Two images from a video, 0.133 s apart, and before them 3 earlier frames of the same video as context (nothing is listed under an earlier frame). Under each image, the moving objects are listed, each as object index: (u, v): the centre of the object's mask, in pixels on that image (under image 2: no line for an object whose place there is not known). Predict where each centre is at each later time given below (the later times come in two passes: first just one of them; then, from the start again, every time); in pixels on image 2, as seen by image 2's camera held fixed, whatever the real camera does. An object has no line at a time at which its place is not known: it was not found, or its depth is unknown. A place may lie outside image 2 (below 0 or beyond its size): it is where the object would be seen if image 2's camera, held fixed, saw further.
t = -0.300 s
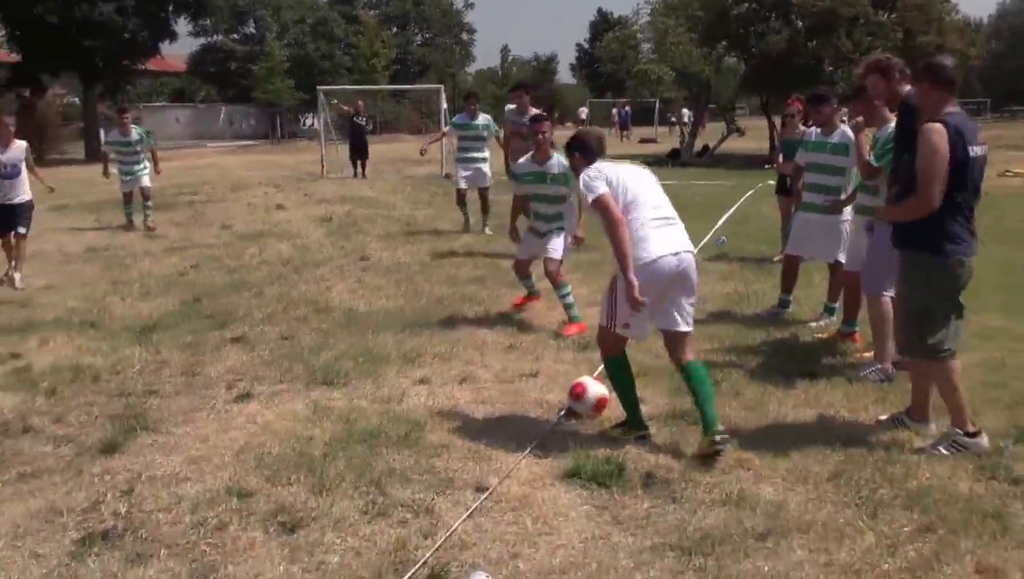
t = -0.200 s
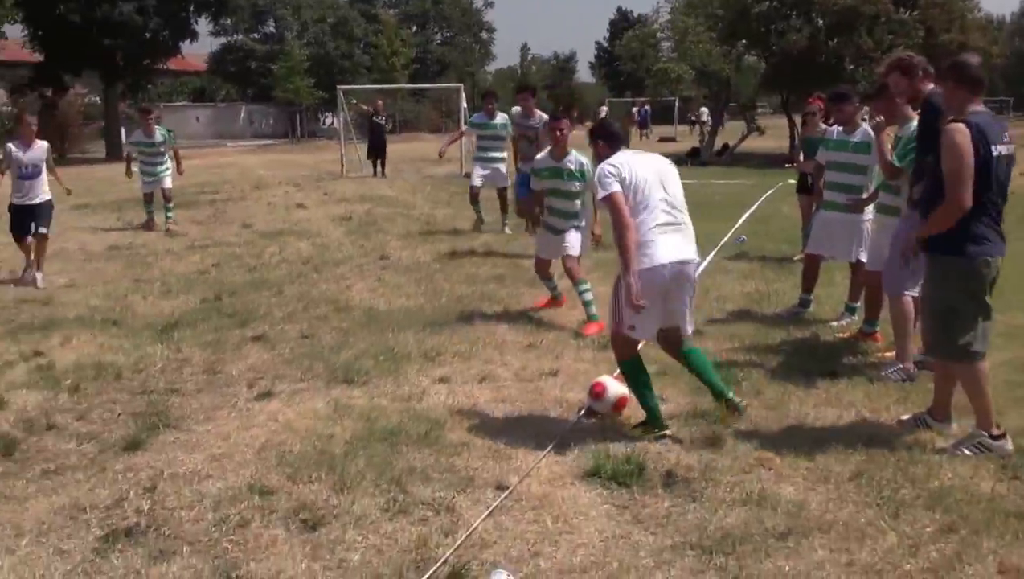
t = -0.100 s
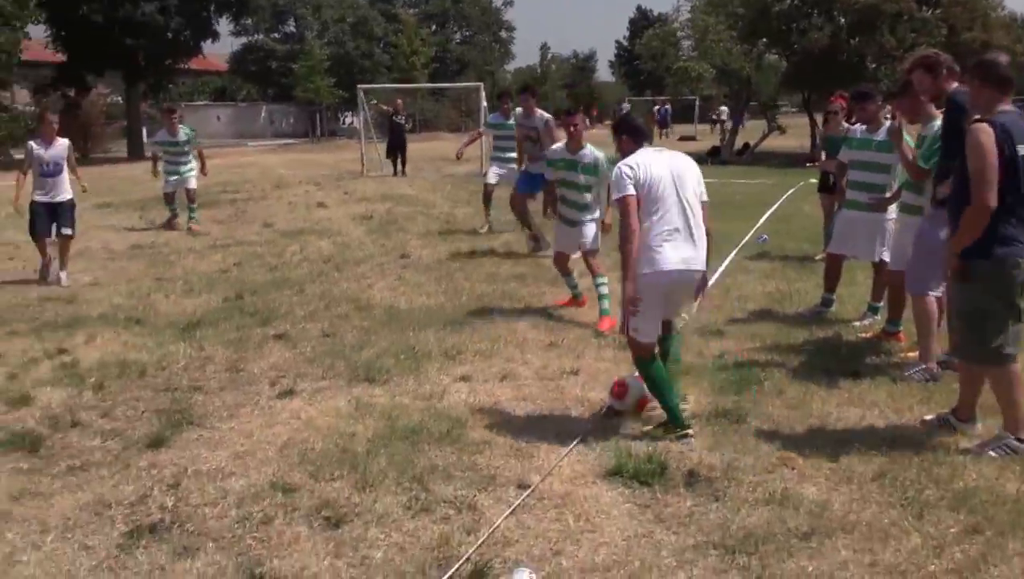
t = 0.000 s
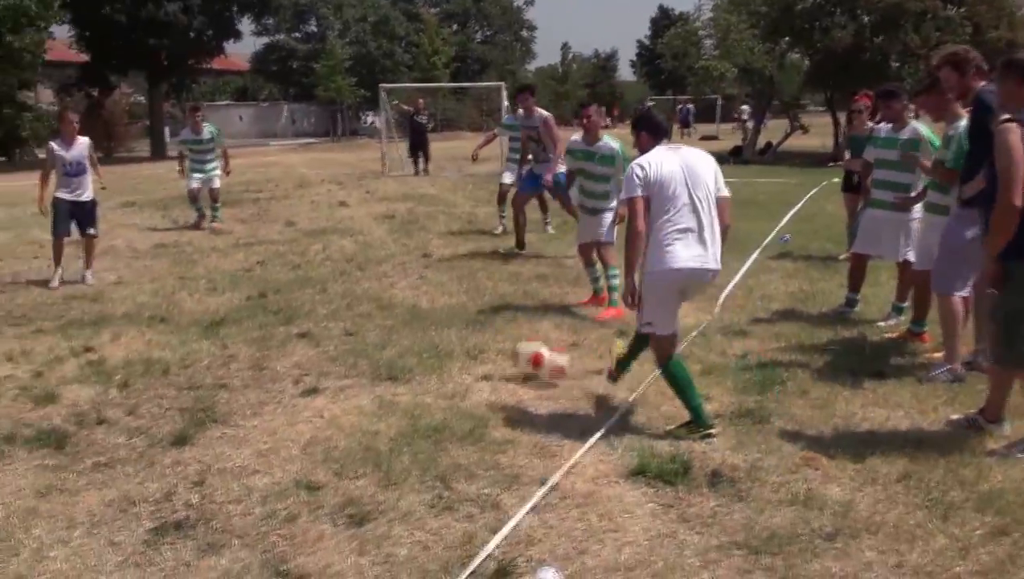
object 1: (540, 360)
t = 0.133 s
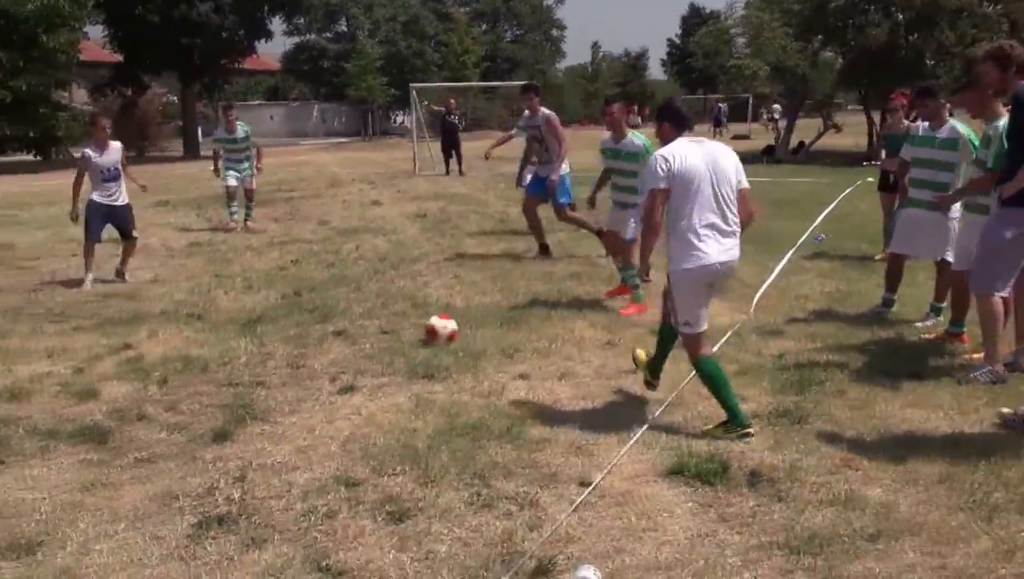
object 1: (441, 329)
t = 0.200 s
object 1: (392, 314)
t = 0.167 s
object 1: (421, 320)
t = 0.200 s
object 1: (392, 314)
